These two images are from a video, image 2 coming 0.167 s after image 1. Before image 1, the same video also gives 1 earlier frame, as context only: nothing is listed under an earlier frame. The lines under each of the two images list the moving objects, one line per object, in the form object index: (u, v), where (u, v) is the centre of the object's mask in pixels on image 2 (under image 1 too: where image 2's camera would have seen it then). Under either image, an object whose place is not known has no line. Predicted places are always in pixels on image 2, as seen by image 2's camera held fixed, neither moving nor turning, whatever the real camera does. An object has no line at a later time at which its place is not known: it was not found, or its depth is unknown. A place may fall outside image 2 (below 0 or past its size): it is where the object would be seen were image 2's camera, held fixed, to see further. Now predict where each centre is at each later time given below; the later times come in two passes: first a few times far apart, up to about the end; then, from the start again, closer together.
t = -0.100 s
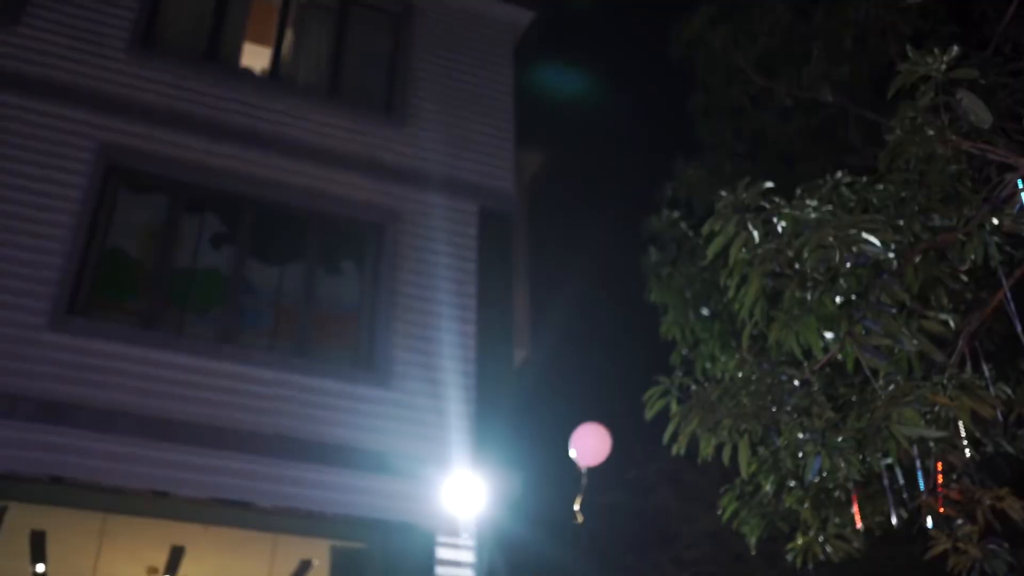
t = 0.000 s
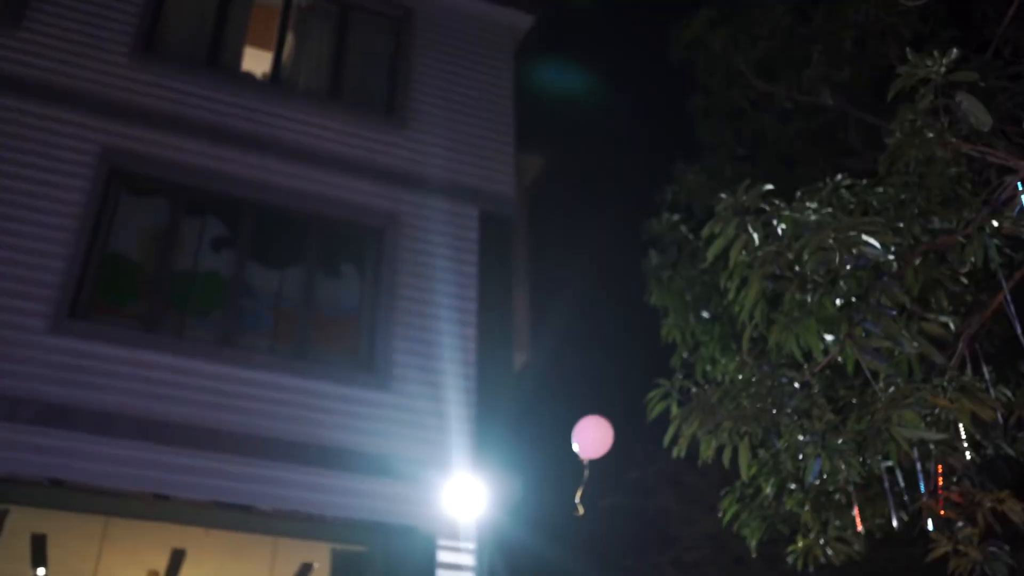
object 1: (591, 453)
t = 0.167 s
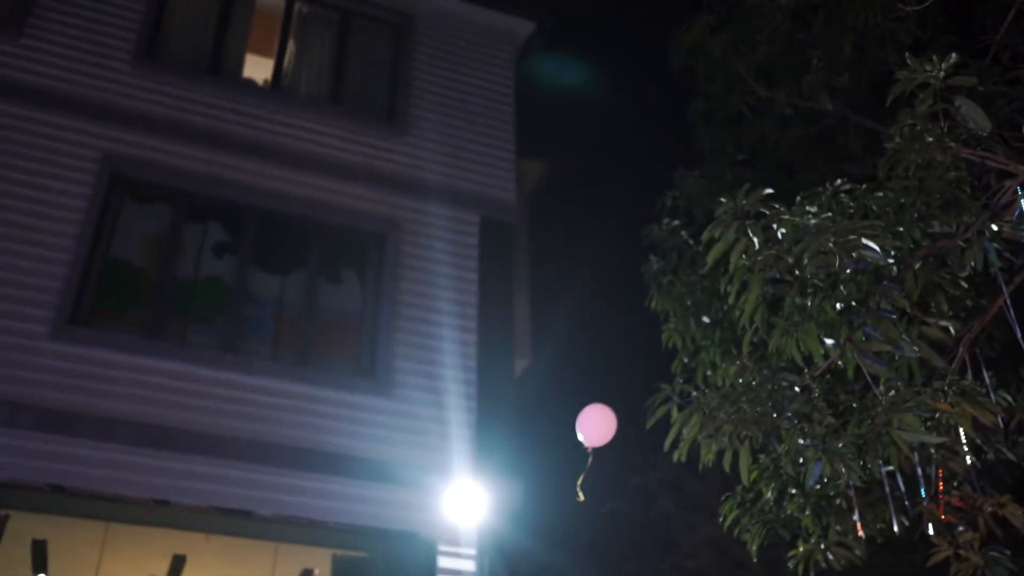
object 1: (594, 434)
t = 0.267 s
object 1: (596, 423)
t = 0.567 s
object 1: (602, 389)
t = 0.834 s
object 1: (607, 361)
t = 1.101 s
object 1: (611, 333)
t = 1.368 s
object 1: (613, 307)
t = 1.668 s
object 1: (612, 277)
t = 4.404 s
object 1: (559, -46)
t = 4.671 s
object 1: (562, -48)
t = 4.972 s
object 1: (561, -47)
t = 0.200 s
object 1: (595, 430)
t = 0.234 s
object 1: (595, 427)
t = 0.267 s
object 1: (596, 423)
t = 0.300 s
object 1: (597, 419)
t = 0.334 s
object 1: (597, 415)
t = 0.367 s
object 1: (598, 411)
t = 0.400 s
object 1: (599, 407)
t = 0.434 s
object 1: (599, 405)
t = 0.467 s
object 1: (600, 401)
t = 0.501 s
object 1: (601, 397)
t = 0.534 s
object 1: (601, 393)
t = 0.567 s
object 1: (602, 389)
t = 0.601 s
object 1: (603, 386)
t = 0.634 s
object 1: (604, 382)
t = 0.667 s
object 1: (604, 379)
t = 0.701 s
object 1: (605, 376)
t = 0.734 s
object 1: (606, 372)
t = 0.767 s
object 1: (606, 369)
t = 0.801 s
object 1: (607, 366)
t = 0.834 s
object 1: (607, 361)
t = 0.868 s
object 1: (608, 358)
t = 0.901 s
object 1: (608, 355)
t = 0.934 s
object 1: (609, 350)
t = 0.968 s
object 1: (609, 347)
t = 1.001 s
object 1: (610, 345)
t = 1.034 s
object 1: (610, 340)
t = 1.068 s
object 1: (611, 338)
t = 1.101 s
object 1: (611, 333)
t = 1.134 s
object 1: (611, 330)
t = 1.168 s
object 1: (611, 327)
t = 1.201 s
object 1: (612, 324)
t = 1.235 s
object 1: (612, 321)
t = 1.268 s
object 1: (612, 317)
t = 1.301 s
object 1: (612, 314)
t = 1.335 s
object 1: (613, 310)
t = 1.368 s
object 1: (613, 307)
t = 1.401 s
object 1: (613, 304)
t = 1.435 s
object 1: (613, 301)
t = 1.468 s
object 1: (613, 297)
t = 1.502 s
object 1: (613, 294)
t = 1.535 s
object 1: (613, 291)
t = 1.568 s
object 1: (613, 288)
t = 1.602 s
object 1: (613, 284)
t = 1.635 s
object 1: (613, 281)
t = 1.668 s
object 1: (612, 277)
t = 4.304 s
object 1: (558, -44)
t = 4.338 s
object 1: (559, -45)
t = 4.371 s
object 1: (559, -46)
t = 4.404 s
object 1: (559, -46)
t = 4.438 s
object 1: (560, -47)
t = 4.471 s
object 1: (560, -47)
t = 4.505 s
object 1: (560, -47)
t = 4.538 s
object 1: (561, -48)
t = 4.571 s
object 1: (561, -48)
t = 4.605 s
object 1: (561, -48)
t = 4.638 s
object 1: (561, -48)
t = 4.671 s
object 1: (562, -48)
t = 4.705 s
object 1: (562, -47)
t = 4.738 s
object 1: (562, -47)
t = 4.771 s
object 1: (562, -47)
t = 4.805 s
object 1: (562, -47)
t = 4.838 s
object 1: (562, -47)
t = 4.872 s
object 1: (562, -47)
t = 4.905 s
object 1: (561, -47)
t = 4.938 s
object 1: (561, -47)
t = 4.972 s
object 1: (561, -47)
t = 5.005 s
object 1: (561, -47)
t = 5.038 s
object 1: (561, -48)
